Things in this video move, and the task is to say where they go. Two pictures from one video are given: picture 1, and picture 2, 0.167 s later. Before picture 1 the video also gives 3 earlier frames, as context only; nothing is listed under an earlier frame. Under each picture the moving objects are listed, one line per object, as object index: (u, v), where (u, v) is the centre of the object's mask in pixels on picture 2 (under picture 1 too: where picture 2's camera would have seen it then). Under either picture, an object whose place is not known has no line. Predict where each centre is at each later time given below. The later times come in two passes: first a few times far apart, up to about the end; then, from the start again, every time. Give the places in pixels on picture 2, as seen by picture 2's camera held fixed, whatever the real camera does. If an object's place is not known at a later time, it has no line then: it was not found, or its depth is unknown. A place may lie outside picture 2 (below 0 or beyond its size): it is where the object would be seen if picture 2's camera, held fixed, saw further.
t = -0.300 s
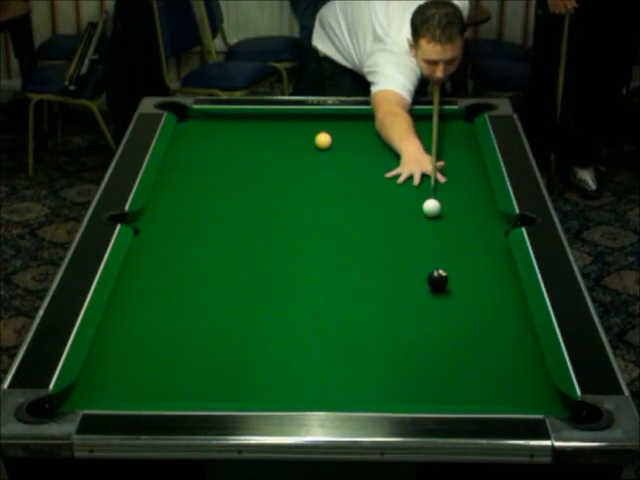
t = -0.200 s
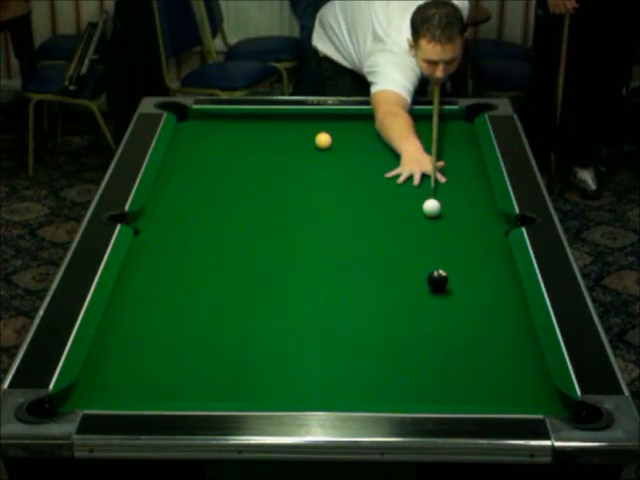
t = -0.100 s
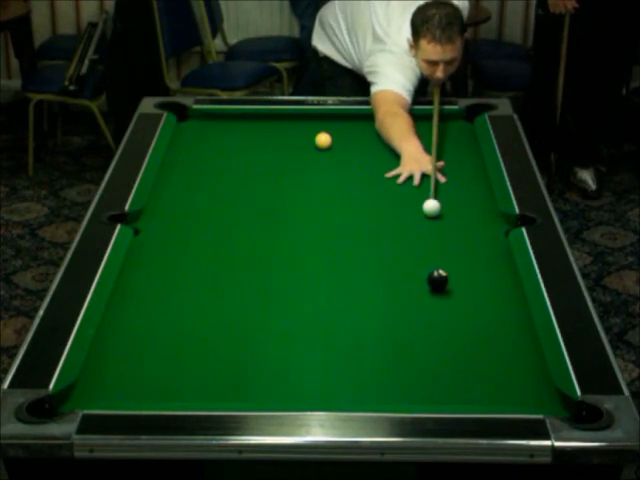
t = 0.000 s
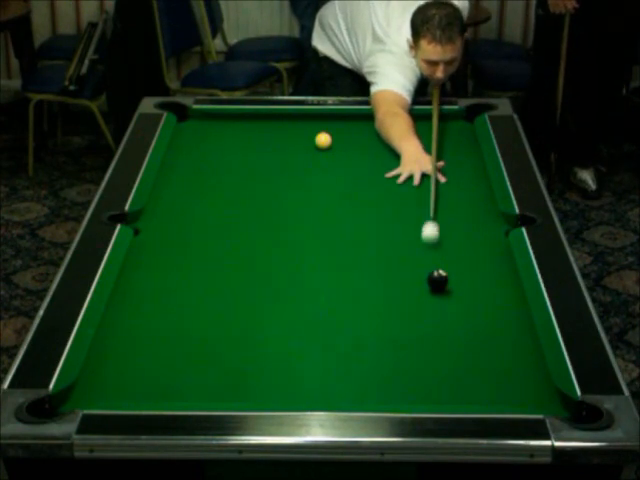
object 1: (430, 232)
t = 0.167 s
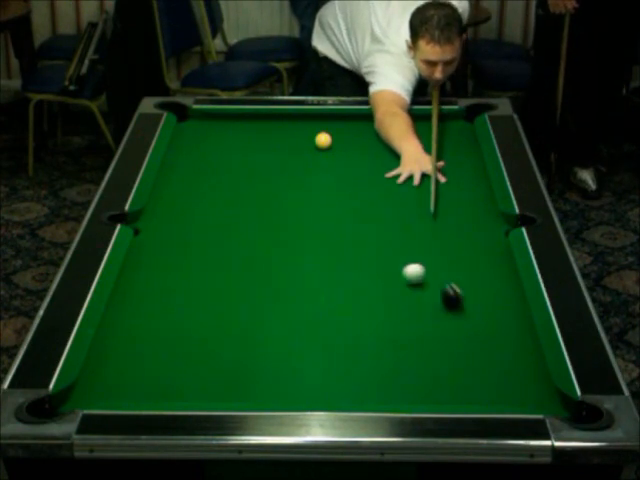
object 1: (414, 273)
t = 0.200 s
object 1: (407, 274)
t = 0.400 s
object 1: (365, 277)
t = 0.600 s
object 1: (324, 281)
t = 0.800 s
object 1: (285, 285)
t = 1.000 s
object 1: (248, 288)
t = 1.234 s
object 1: (206, 293)
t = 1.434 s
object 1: (173, 296)
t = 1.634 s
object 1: (141, 299)
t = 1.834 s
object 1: (123, 302)
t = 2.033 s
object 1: (139, 304)
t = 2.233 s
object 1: (154, 306)
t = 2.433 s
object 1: (167, 308)
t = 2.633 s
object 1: (178, 310)
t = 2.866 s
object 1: (189, 311)
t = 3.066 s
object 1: (196, 312)
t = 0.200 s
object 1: (407, 274)
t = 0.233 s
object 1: (400, 274)
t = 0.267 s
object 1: (393, 275)
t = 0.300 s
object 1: (386, 276)
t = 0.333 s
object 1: (378, 276)
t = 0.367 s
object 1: (371, 277)
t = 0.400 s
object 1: (365, 277)
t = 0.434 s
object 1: (358, 278)
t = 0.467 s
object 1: (351, 279)
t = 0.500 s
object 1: (344, 279)
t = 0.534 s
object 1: (338, 280)
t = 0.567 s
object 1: (331, 281)
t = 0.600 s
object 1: (324, 281)
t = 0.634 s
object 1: (317, 282)
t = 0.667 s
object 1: (311, 282)
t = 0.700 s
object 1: (305, 283)
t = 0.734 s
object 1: (298, 284)
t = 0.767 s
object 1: (292, 284)
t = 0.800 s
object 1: (285, 285)
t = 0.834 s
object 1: (279, 286)
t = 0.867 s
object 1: (273, 286)
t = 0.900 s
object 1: (266, 286)
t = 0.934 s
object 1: (260, 287)
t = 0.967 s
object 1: (254, 288)
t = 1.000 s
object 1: (248, 288)
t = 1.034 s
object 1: (242, 289)
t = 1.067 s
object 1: (236, 290)
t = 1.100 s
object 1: (230, 290)
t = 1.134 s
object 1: (224, 291)
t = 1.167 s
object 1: (218, 291)
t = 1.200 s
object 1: (212, 292)
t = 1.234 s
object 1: (206, 293)
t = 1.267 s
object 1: (201, 293)
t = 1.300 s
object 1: (195, 294)
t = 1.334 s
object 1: (189, 295)
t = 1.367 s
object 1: (184, 295)
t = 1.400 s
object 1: (179, 296)
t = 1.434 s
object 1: (173, 296)
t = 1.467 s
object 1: (168, 297)
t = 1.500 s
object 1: (162, 297)
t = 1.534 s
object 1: (157, 298)
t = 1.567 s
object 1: (151, 298)
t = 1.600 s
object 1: (146, 299)
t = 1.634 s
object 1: (141, 299)
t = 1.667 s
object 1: (136, 300)
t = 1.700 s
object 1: (131, 300)
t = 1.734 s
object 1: (126, 301)
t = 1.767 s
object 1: (121, 302)
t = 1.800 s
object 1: (120, 302)
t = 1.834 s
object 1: (123, 302)
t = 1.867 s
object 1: (126, 303)
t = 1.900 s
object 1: (128, 303)
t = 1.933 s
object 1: (131, 304)
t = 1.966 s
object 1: (134, 304)
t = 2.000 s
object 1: (136, 304)
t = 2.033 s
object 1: (139, 304)
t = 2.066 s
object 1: (142, 305)
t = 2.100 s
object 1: (144, 305)
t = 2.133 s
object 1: (147, 305)
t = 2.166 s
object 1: (149, 306)
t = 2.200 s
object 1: (152, 306)
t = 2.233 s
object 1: (154, 306)
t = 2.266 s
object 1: (156, 307)
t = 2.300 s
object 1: (158, 307)
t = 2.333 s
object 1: (160, 307)
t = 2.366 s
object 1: (163, 308)
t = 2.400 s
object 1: (165, 308)
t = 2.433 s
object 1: (167, 308)
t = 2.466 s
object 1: (169, 308)
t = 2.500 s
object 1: (171, 309)
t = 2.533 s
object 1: (173, 309)
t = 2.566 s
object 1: (174, 309)
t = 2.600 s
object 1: (176, 310)
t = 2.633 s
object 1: (178, 310)
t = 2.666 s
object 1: (180, 310)
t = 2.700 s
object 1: (181, 310)
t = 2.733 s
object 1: (183, 310)
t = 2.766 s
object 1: (184, 310)
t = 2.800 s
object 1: (186, 311)
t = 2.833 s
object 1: (187, 311)
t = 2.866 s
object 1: (189, 311)
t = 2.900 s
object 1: (190, 311)
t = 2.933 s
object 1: (191, 312)
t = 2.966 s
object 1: (193, 311)
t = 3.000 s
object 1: (194, 312)
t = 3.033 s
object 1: (195, 312)
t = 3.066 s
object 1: (196, 312)
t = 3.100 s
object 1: (197, 312)
